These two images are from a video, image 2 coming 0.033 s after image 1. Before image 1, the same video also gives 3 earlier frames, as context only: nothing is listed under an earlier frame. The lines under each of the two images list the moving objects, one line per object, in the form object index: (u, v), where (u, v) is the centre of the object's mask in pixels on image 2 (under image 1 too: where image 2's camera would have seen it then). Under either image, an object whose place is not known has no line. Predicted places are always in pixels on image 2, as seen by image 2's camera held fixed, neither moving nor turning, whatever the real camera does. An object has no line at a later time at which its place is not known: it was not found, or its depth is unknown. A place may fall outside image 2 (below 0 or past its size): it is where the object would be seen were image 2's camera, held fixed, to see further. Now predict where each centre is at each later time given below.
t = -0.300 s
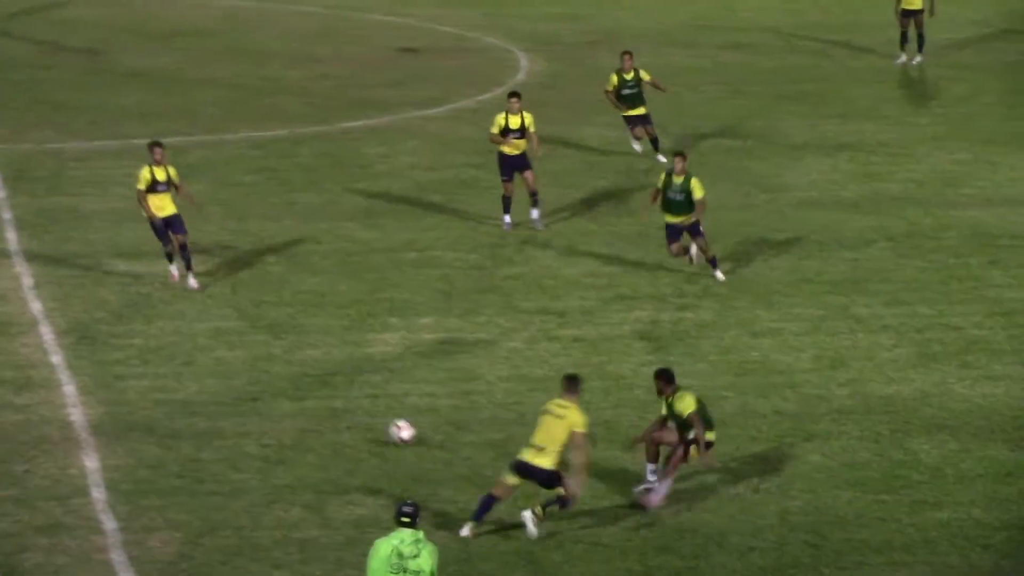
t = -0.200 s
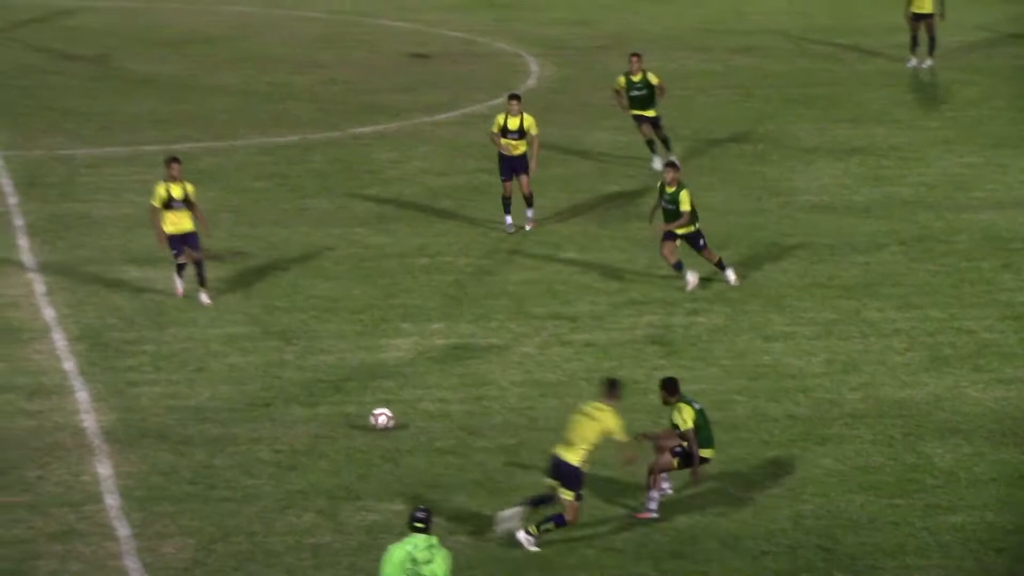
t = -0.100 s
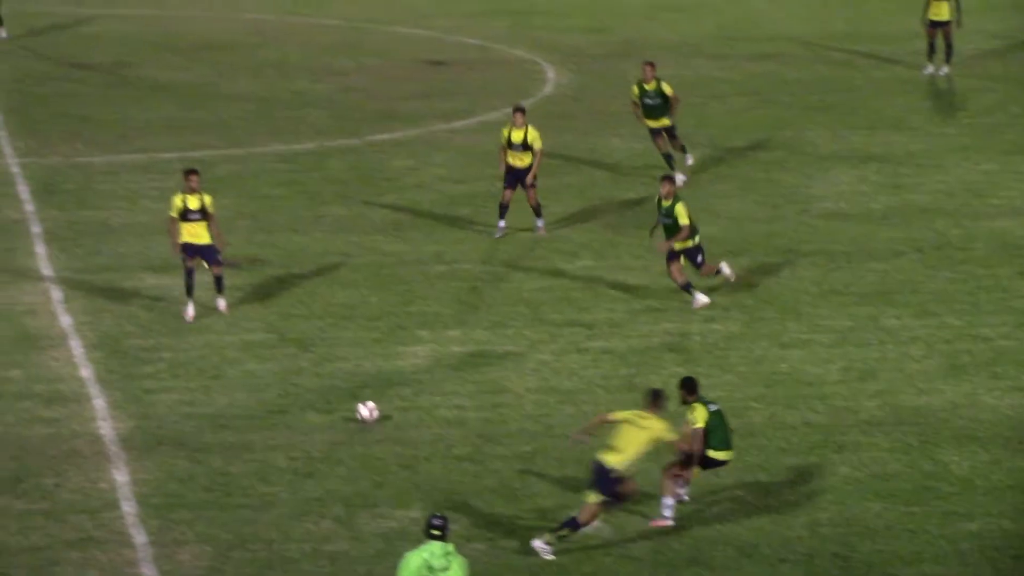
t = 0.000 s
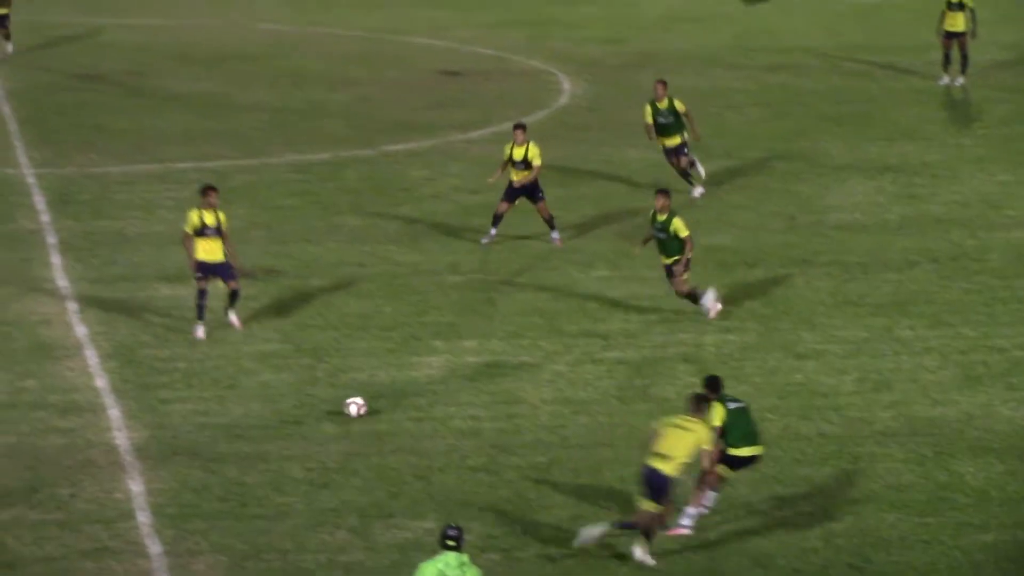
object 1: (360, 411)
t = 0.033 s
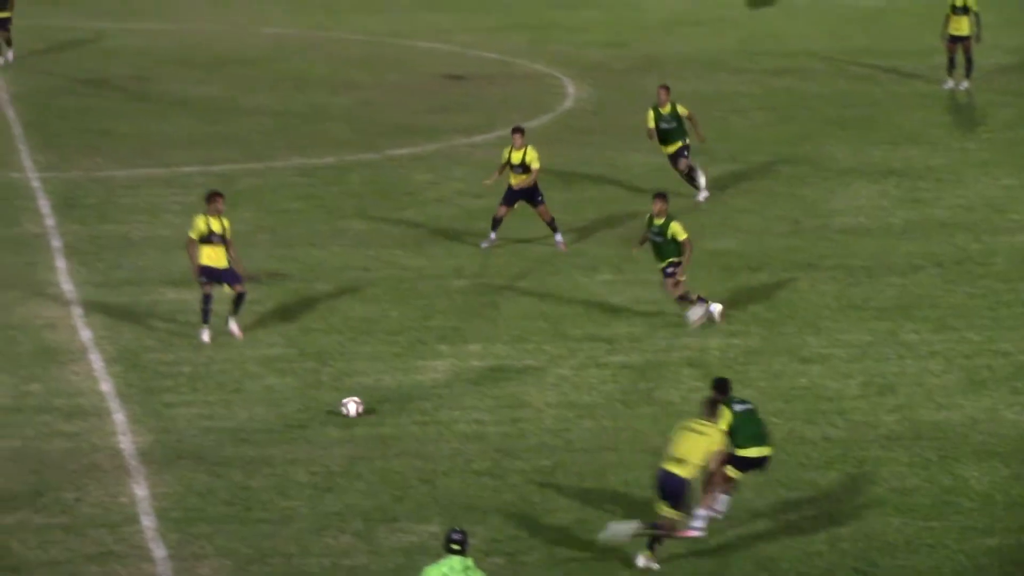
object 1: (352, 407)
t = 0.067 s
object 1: (344, 401)
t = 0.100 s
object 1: (337, 396)
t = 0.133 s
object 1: (330, 391)
